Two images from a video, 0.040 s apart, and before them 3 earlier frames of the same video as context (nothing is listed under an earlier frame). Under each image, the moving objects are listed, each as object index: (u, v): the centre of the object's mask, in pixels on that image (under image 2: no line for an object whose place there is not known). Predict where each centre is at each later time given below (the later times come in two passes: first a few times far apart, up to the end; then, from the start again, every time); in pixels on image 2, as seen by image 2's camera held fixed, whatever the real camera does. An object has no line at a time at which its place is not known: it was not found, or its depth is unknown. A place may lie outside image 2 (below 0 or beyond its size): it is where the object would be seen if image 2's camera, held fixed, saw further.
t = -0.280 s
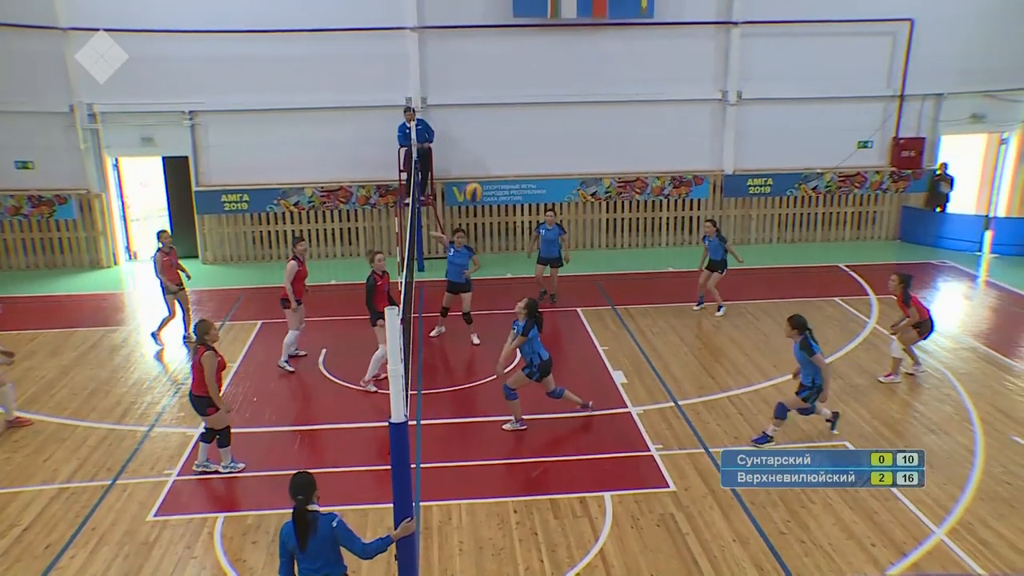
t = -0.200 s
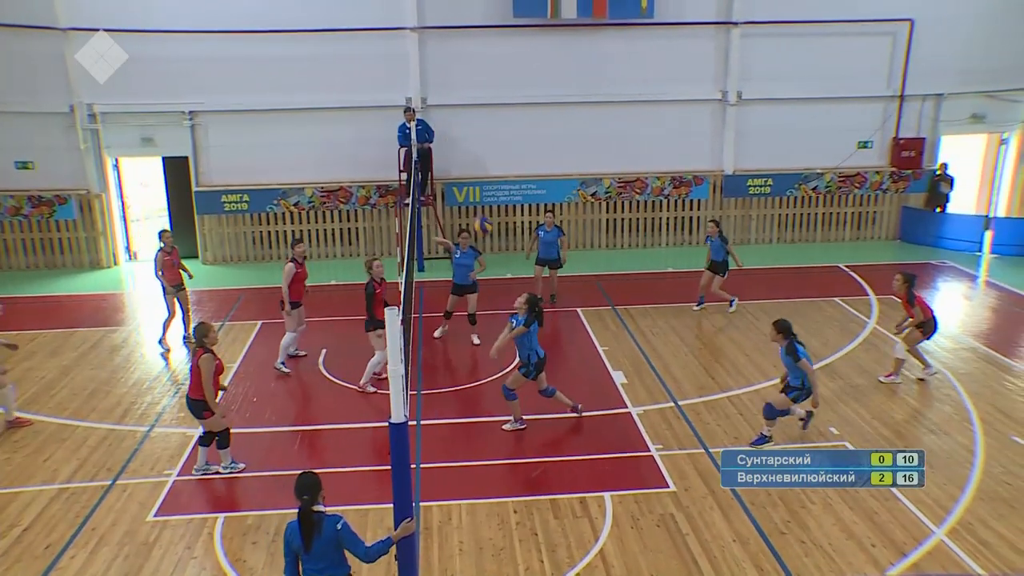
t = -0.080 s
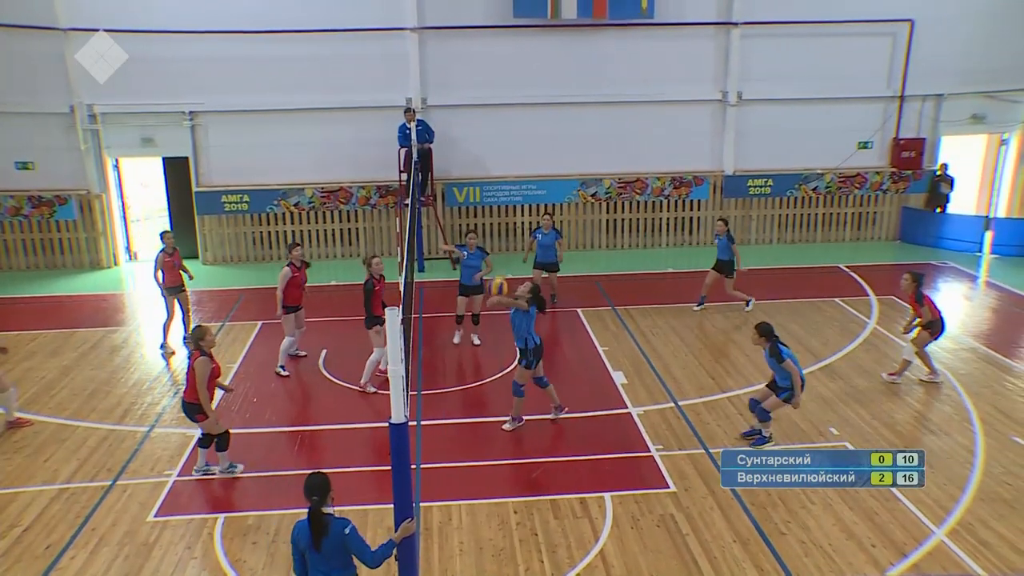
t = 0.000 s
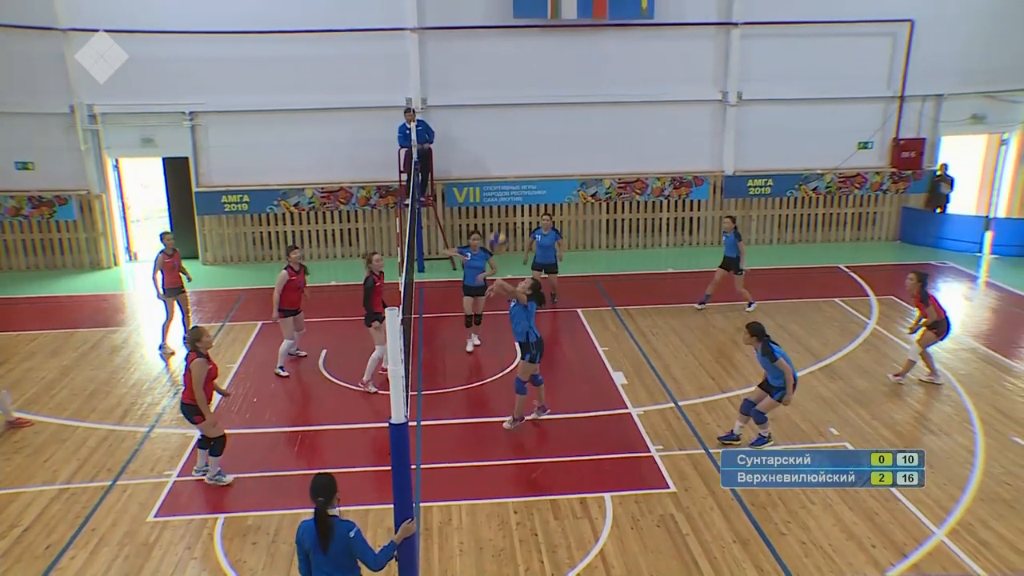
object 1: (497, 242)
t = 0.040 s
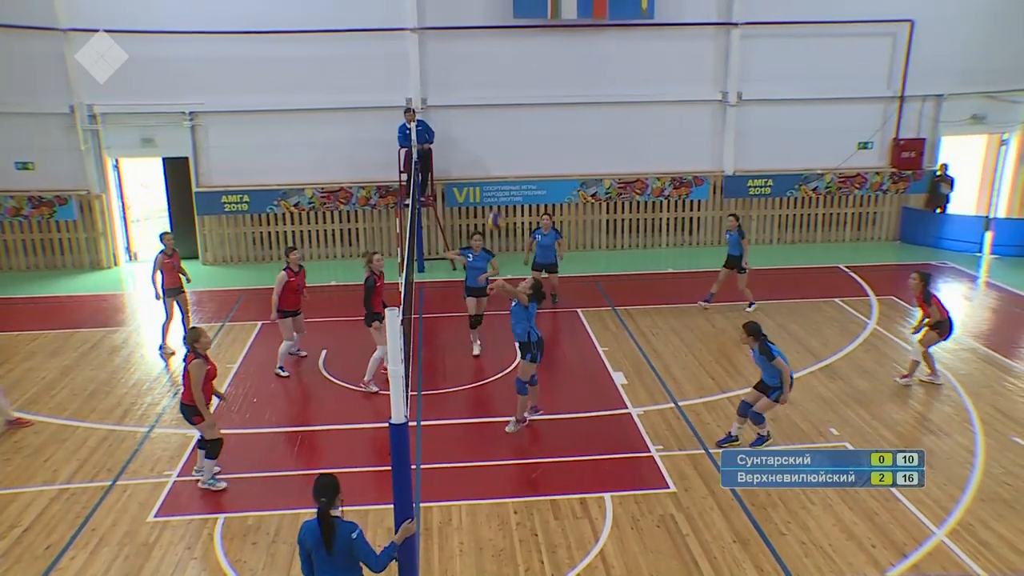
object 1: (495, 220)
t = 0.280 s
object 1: (494, 122)
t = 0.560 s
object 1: (493, 84)
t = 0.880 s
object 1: (493, 121)
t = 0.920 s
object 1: (494, 130)
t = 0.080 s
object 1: (496, 199)
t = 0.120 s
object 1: (495, 180)
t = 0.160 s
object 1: (495, 163)
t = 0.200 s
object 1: (495, 148)
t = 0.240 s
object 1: (494, 134)
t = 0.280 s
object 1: (494, 122)
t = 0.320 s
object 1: (494, 112)
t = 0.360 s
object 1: (494, 103)
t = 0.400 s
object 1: (493, 96)
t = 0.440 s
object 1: (494, 91)
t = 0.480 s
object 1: (493, 87)
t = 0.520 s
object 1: (493, 84)
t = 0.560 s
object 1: (493, 84)
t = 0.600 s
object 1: (493, 84)
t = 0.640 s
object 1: (494, 85)
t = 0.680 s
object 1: (493, 88)
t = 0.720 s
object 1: (494, 93)
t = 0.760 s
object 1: (493, 98)
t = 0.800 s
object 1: (494, 104)
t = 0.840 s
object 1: (494, 112)
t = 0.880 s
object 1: (493, 121)
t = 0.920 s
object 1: (494, 130)
